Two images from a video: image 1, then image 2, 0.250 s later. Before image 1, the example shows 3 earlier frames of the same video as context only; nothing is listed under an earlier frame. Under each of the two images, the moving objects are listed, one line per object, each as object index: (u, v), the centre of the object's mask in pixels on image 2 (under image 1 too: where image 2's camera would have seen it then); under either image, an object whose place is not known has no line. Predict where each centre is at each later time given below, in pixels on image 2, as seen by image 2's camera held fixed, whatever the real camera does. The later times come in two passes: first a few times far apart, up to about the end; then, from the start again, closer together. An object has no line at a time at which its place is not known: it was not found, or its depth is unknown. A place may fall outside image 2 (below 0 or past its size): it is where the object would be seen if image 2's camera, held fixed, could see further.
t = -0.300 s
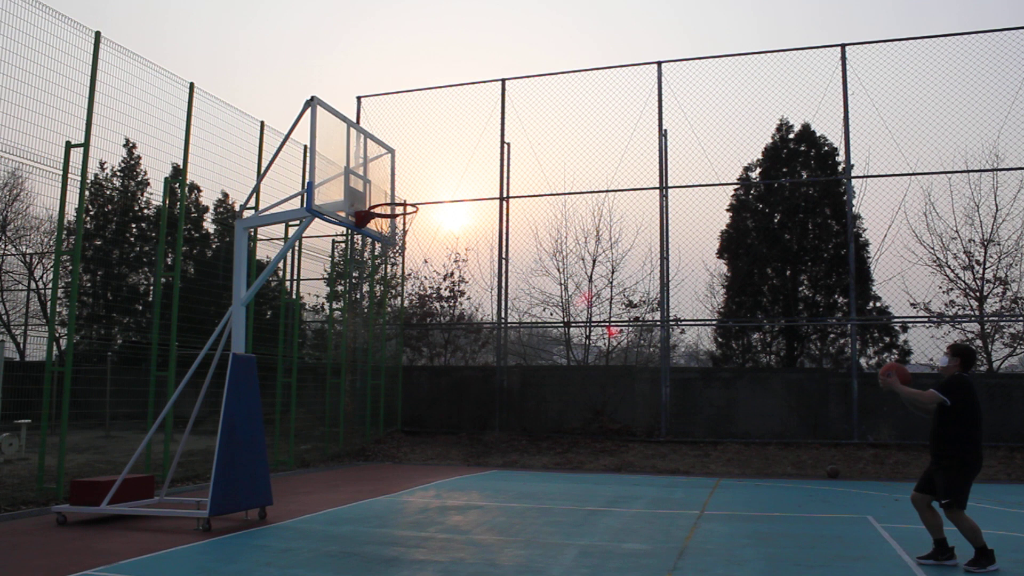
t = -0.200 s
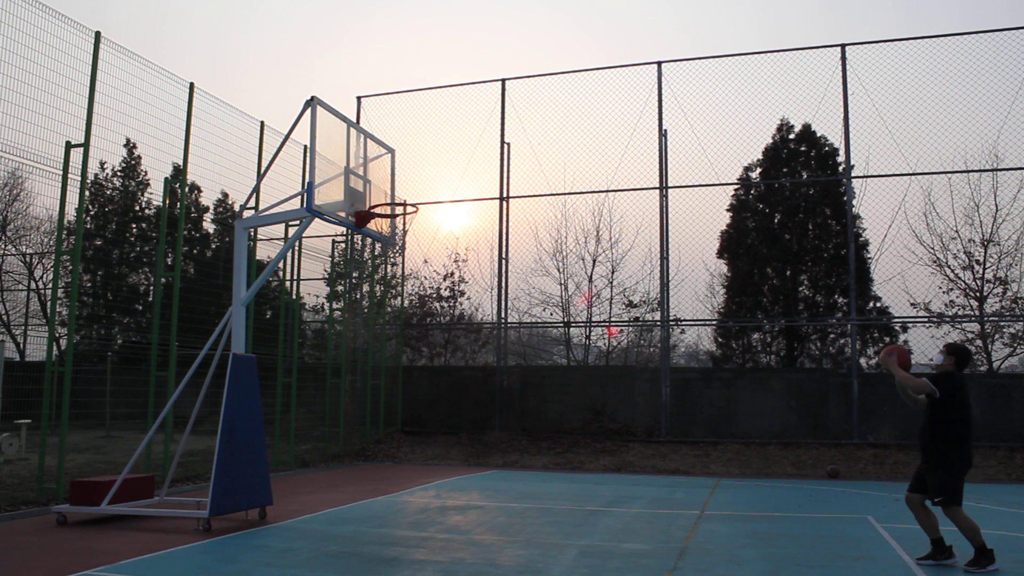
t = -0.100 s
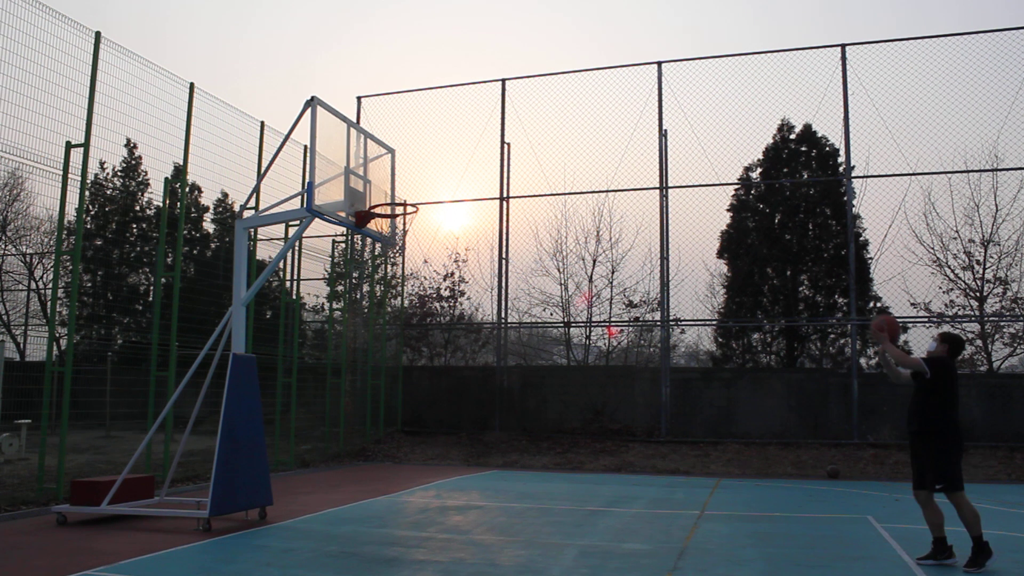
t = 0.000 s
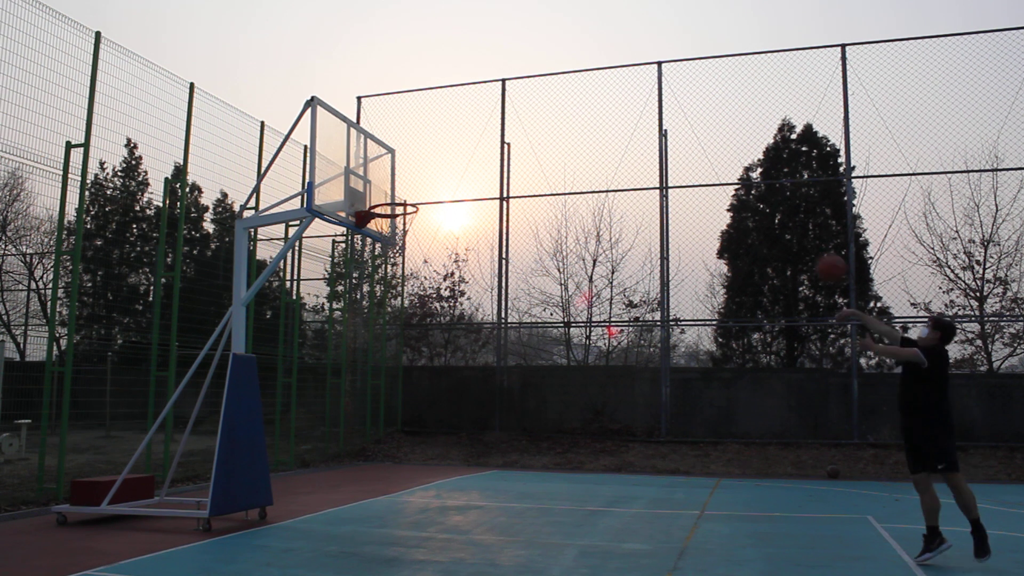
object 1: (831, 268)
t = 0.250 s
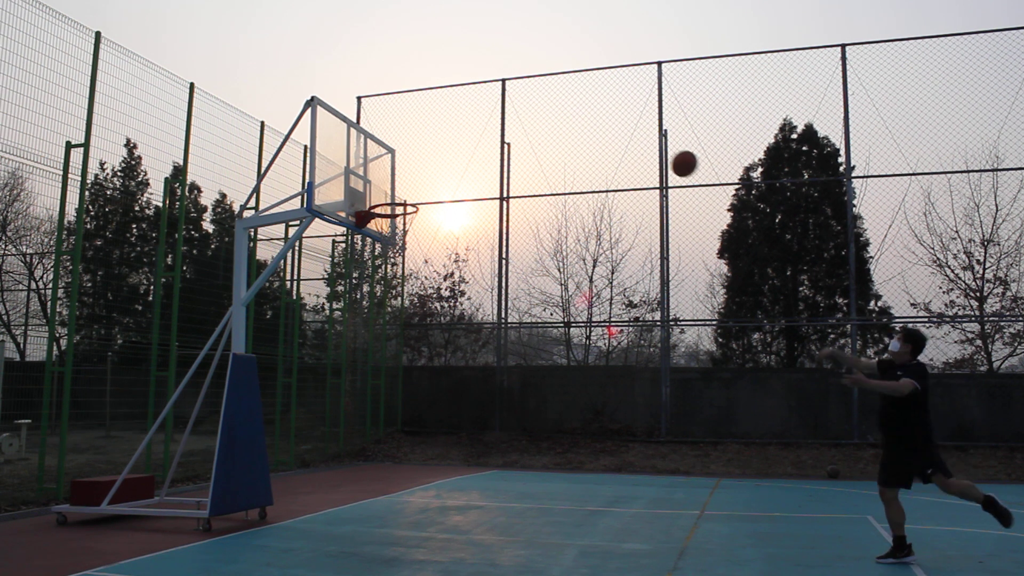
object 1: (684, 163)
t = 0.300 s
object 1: (656, 151)
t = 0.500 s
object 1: (551, 131)
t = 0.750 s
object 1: (427, 163)
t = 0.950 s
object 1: (369, 176)
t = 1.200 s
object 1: (400, 151)
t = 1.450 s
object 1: (426, 184)
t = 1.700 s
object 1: (452, 278)
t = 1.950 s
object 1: (476, 437)
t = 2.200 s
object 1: (481, 426)
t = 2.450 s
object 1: (470, 329)
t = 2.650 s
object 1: (461, 292)
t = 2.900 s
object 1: (450, 300)
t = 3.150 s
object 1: (437, 363)
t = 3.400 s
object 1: (423, 486)
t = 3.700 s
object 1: (417, 401)
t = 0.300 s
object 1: (656, 151)
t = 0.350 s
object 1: (630, 142)
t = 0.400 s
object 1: (603, 136)
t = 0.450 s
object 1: (577, 132)
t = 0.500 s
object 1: (551, 131)
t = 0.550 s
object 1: (525, 132)
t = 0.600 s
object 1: (501, 136)
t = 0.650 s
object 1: (476, 143)
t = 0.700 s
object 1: (451, 151)
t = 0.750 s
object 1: (427, 163)
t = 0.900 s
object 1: (368, 188)
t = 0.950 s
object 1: (369, 176)
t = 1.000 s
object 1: (376, 166)
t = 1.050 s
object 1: (382, 159)
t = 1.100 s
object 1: (388, 154)
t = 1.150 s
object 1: (394, 151)
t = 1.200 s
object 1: (400, 151)
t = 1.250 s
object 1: (406, 152)
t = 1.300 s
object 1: (411, 157)
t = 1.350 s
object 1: (416, 163)
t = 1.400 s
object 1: (421, 172)
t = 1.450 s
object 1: (426, 184)
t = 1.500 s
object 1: (432, 197)
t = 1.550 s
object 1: (436, 214)
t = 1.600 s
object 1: (441, 232)
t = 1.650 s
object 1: (446, 254)
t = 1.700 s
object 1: (452, 278)
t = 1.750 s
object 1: (456, 305)
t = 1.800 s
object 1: (462, 334)
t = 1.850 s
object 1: (466, 365)
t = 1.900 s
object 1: (471, 399)
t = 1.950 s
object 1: (476, 437)
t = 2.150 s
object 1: (483, 455)
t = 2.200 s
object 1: (481, 426)
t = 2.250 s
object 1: (479, 401)
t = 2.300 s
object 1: (477, 378)
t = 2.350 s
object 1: (474, 359)
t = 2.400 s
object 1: (472, 343)
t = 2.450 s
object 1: (470, 329)
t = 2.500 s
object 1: (468, 316)
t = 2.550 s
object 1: (466, 306)
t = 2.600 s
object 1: (463, 298)
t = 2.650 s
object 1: (461, 292)
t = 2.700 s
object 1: (459, 290)
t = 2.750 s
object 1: (457, 289)
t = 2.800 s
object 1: (455, 290)
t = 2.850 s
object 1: (452, 294)
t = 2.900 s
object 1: (450, 300)
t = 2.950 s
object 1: (447, 308)
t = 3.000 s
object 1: (446, 319)
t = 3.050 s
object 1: (443, 333)
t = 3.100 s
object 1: (440, 347)
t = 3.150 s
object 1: (437, 363)
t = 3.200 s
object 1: (434, 383)
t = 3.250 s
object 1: (432, 406)
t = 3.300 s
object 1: (429, 430)
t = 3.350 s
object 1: (426, 457)
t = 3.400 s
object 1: (423, 486)
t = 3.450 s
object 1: (421, 496)
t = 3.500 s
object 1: (420, 473)
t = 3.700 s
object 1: (417, 401)
